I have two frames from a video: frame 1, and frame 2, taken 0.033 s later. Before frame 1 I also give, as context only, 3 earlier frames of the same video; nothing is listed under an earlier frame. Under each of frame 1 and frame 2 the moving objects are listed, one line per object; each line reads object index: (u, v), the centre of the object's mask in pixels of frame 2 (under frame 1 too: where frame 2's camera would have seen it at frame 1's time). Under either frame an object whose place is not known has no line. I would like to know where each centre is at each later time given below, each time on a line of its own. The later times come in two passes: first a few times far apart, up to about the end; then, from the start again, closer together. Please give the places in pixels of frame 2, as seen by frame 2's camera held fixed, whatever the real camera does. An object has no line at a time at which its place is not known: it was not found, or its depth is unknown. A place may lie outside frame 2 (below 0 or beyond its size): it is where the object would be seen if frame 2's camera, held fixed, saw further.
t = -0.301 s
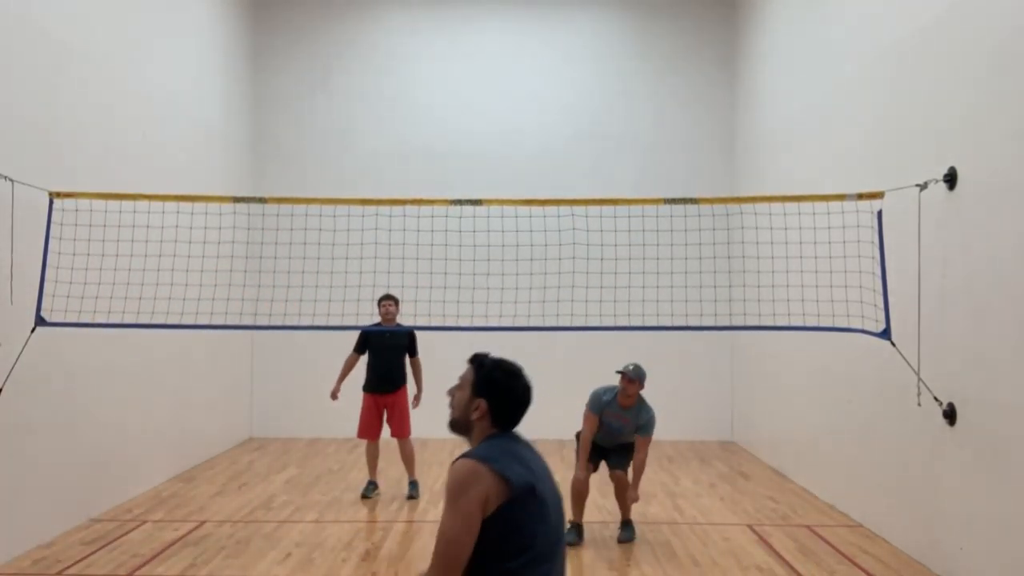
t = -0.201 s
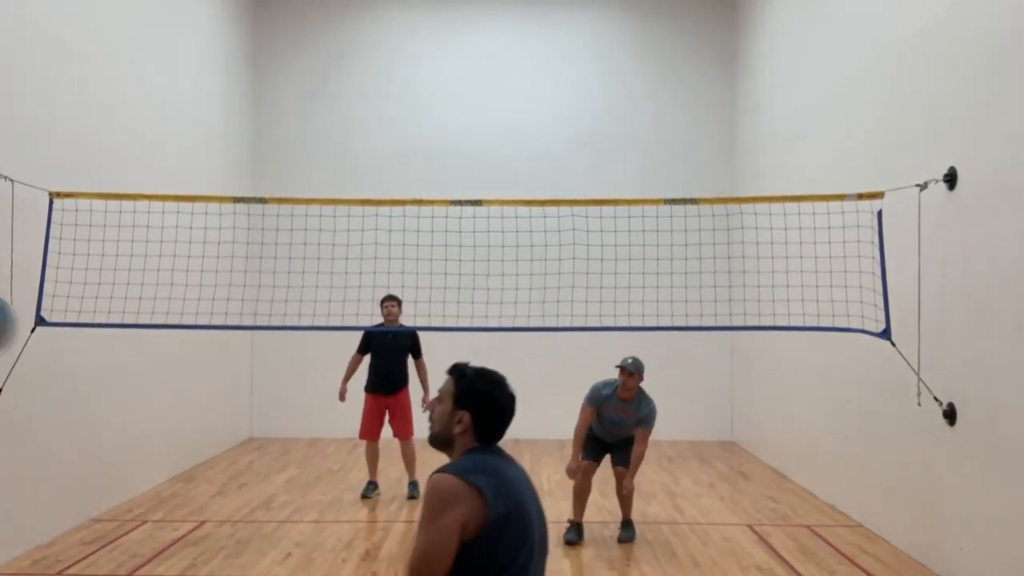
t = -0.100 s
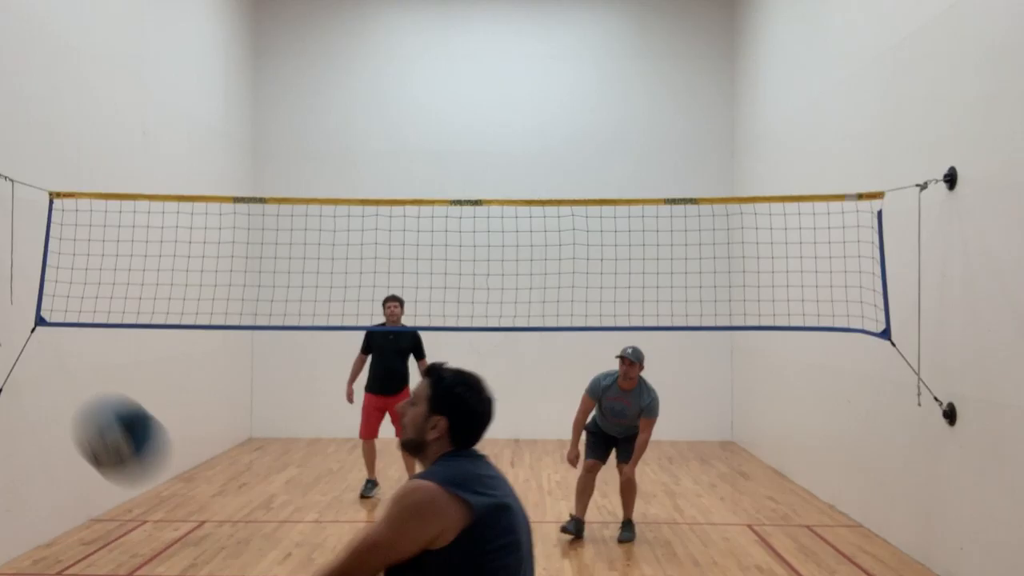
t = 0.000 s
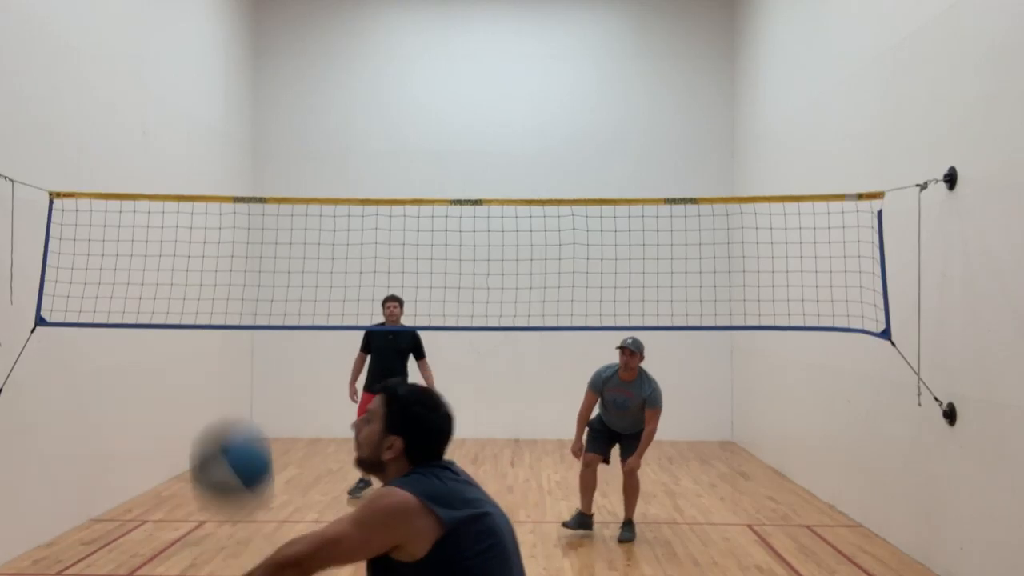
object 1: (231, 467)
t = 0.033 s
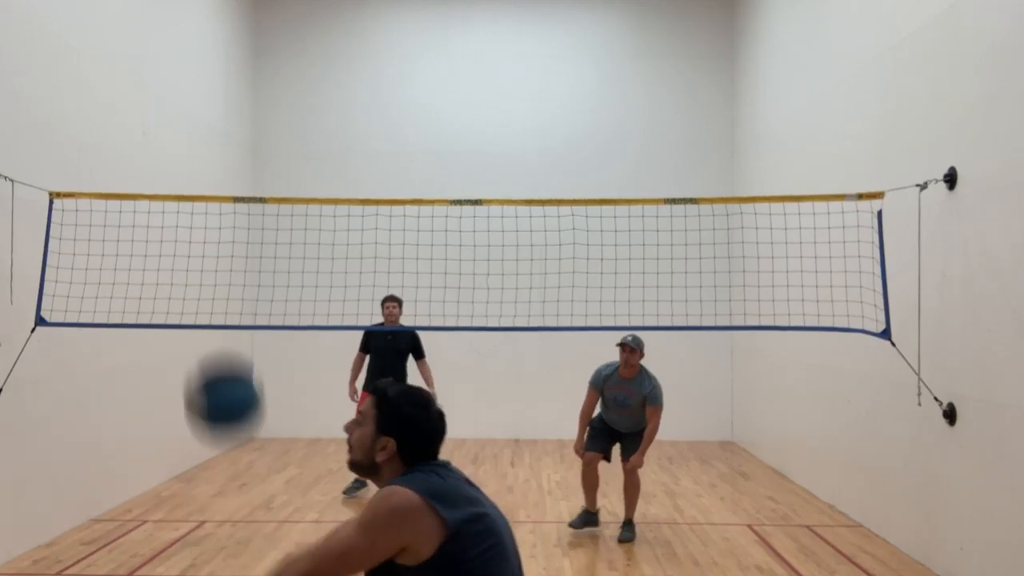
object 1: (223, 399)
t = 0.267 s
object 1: (188, 83)
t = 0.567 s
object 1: (160, 9)
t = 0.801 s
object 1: (142, 77)
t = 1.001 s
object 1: (131, 222)
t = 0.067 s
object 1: (217, 338)
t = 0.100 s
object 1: (211, 280)
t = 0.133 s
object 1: (205, 231)
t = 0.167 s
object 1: (201, 184)
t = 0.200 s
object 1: (196, 145)
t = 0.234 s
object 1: (192, 113)
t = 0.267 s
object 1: (188, 83)
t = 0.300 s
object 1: (183, 59)
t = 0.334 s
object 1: (179, 39)
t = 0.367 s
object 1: (177, 25)
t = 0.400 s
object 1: (174, 17)
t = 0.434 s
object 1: (172, 13)
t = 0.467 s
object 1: (169, 10)
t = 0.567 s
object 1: (160, 9)
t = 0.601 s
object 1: (157, 11)
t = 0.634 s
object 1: (155, 15)
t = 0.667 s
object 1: (152, 20)
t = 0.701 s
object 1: (149, 28)
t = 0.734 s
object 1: (146, 43)
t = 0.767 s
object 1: (144, 60)
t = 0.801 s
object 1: (142, 77)
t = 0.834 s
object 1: (140, 97)
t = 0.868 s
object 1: (138, 119)
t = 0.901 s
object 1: (136, 143)
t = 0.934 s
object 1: (134, 167)
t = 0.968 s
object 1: (132, 194)
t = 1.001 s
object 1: (131, 222)
